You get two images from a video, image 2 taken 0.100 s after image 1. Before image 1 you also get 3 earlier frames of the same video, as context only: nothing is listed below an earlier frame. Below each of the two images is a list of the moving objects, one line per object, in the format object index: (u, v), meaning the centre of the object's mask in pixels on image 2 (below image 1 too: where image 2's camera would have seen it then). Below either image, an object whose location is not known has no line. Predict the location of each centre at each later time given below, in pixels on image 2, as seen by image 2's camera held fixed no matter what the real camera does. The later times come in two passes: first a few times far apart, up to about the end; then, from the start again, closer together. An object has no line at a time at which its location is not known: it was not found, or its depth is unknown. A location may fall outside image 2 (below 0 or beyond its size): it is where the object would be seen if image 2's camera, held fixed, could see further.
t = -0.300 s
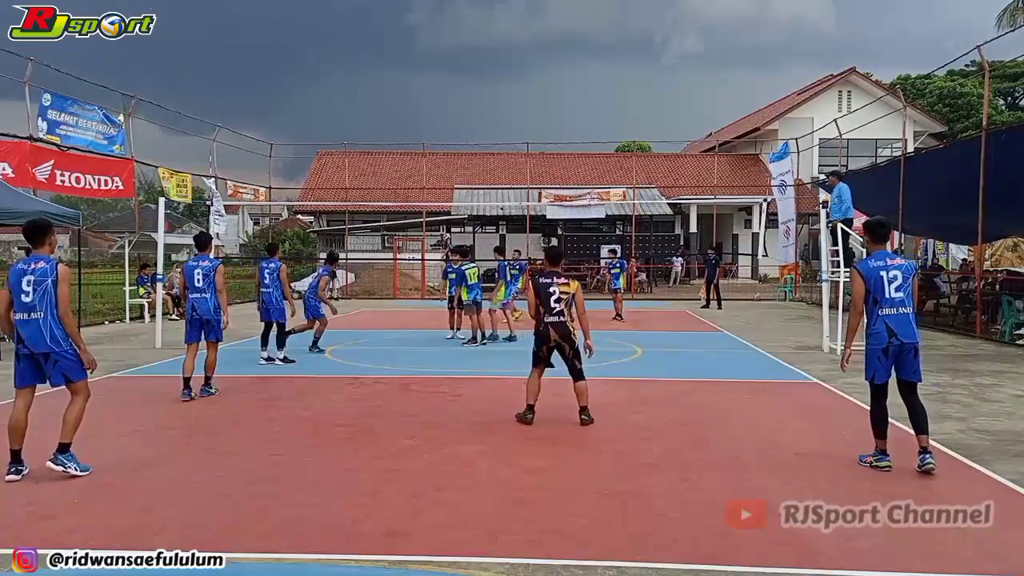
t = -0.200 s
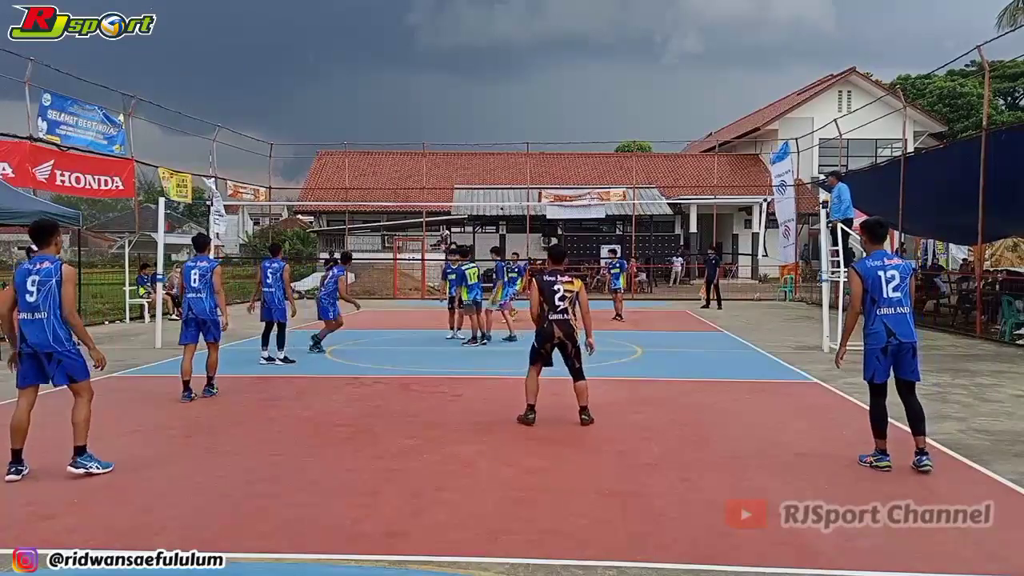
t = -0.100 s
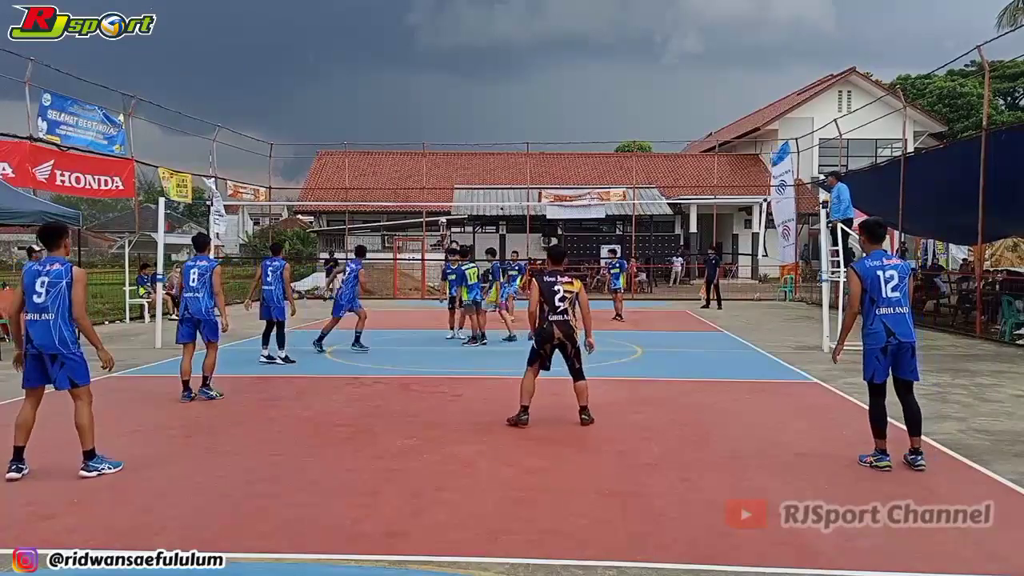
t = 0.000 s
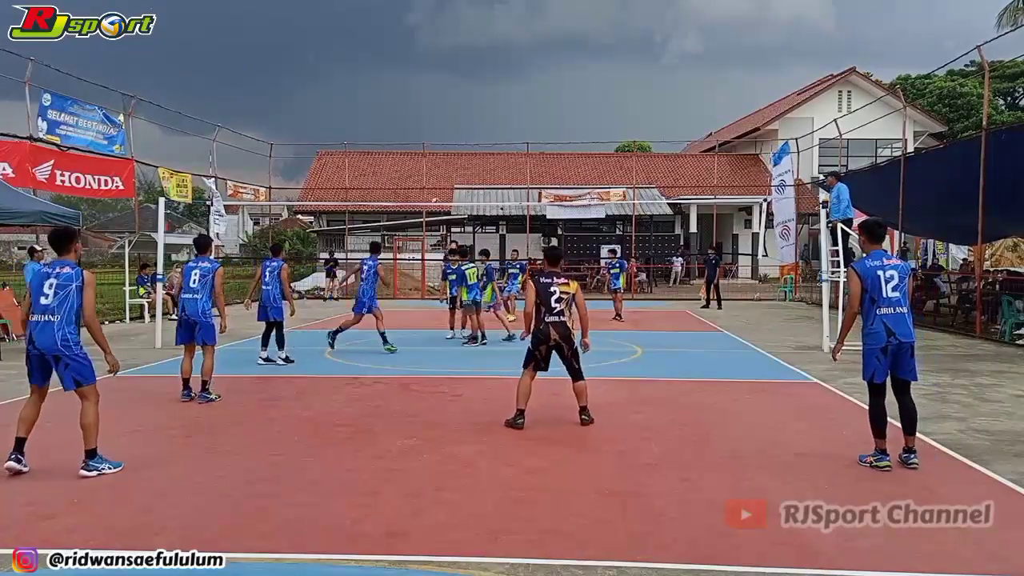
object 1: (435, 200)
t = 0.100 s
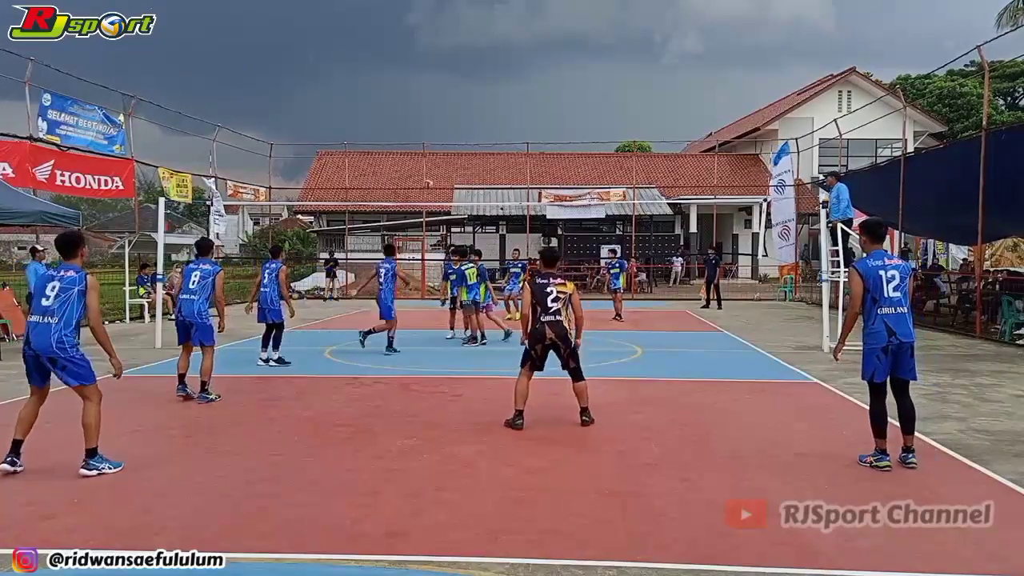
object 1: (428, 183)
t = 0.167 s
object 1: (423, 172)
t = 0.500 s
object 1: (385, 129)
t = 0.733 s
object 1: (345, 129)
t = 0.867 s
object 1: (313, 148)
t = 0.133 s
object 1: (426, 177)
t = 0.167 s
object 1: (423, 172)
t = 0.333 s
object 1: (406, 145)
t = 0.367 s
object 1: (403, 141)
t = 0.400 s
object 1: (399, 137)
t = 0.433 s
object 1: (395, 134)
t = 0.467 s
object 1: (390, 131)
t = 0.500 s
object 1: (385, 129)
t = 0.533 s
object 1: (380, 125)
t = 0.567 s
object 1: (375, 125)
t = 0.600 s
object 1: (370, 124)
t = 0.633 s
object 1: (364, 124)
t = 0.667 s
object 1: (358, 125)
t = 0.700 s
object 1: (352, 127)
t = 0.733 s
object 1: (345, 129)
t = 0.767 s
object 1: (337, 132)
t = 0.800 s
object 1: (330, 136)
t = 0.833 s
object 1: (321, 141)
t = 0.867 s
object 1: (313, 148)
